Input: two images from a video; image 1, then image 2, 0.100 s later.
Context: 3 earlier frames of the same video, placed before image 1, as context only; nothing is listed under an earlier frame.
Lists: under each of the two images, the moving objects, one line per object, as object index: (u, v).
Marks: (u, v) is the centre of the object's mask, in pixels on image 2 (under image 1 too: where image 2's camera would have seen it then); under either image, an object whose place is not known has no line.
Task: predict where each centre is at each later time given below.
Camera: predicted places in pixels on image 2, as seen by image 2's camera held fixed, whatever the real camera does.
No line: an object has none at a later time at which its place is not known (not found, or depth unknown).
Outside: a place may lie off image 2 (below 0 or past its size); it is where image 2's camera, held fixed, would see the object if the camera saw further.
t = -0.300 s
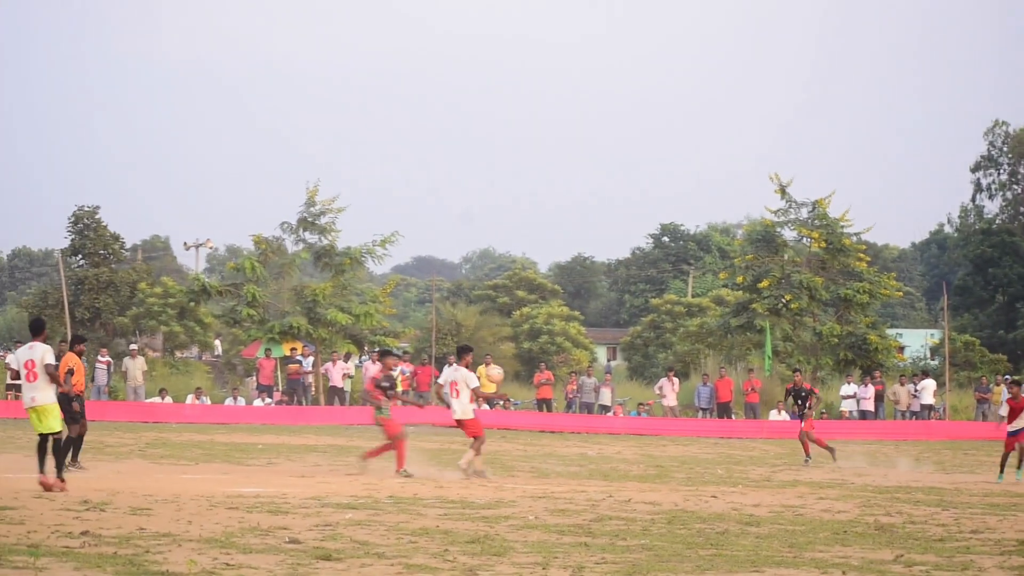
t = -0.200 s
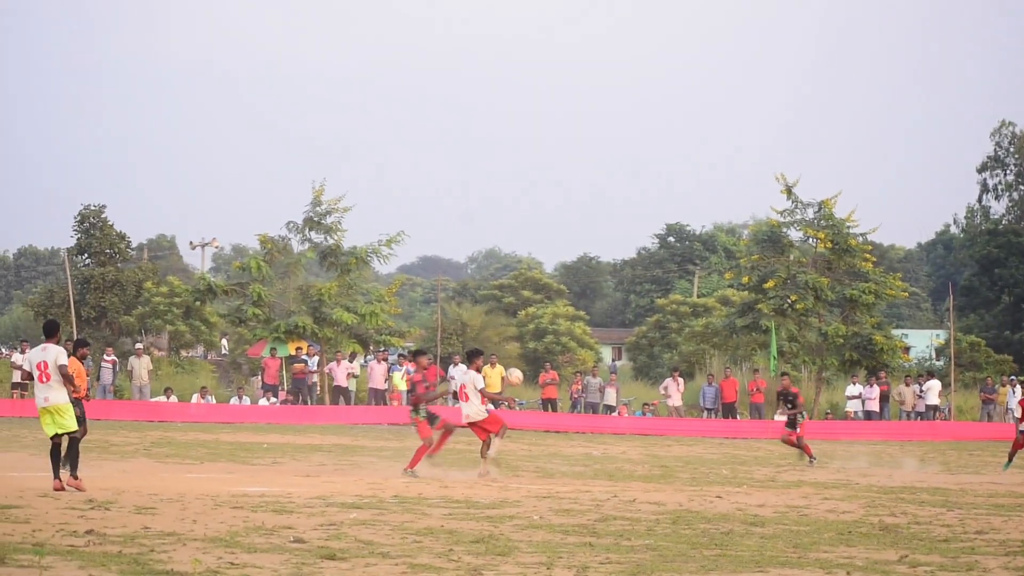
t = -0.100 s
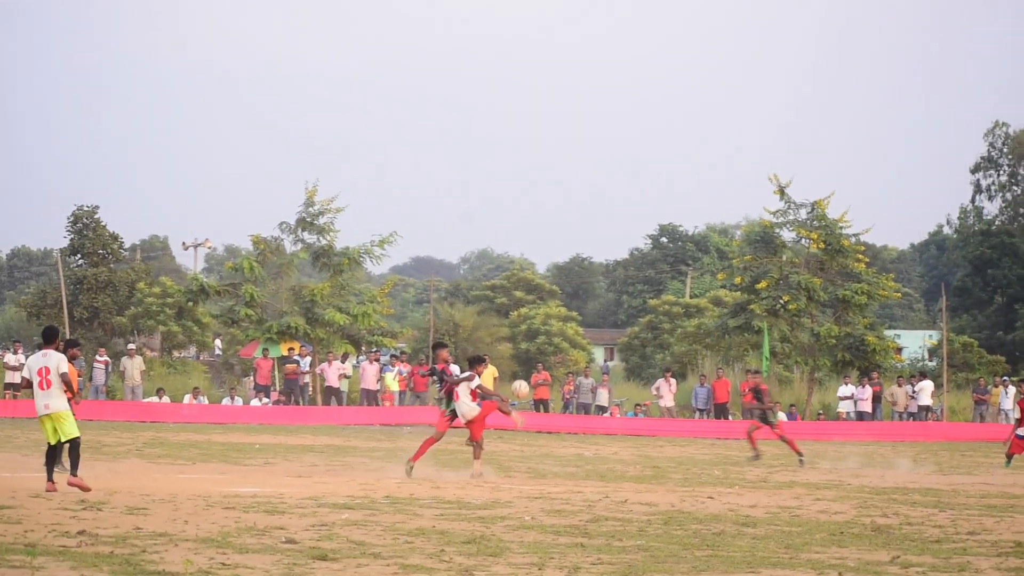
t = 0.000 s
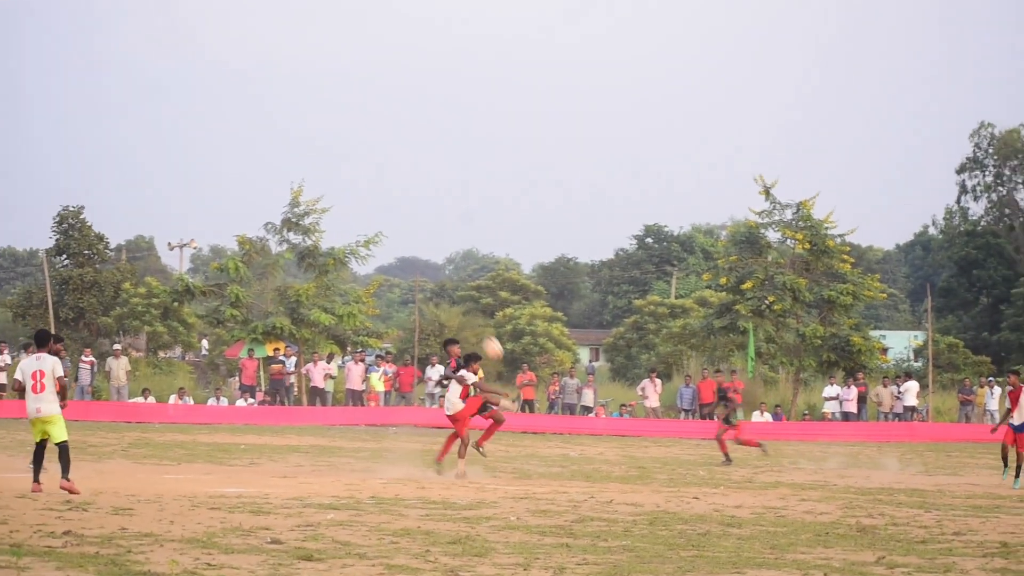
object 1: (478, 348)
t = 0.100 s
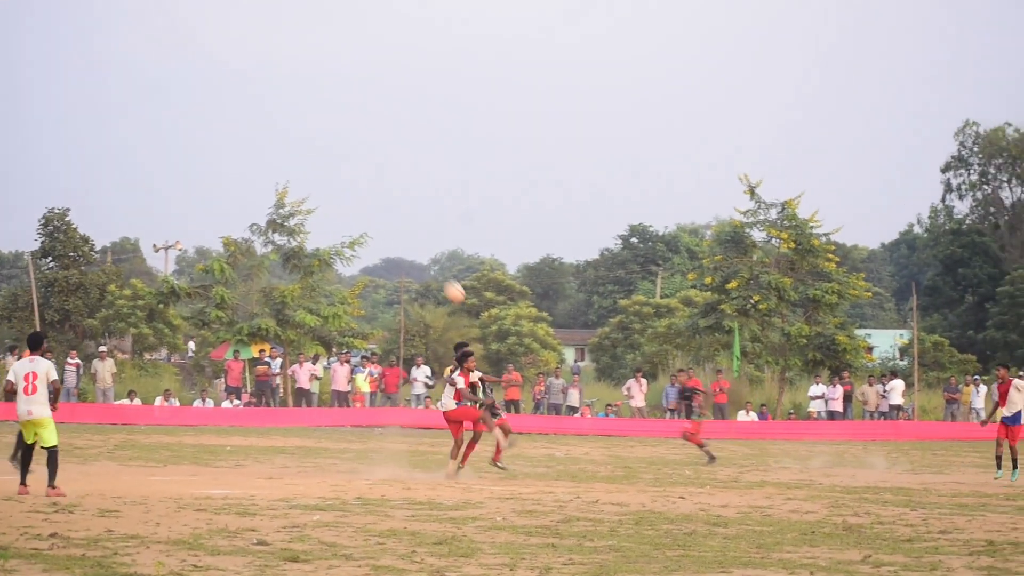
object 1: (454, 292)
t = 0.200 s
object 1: (426, 243)
